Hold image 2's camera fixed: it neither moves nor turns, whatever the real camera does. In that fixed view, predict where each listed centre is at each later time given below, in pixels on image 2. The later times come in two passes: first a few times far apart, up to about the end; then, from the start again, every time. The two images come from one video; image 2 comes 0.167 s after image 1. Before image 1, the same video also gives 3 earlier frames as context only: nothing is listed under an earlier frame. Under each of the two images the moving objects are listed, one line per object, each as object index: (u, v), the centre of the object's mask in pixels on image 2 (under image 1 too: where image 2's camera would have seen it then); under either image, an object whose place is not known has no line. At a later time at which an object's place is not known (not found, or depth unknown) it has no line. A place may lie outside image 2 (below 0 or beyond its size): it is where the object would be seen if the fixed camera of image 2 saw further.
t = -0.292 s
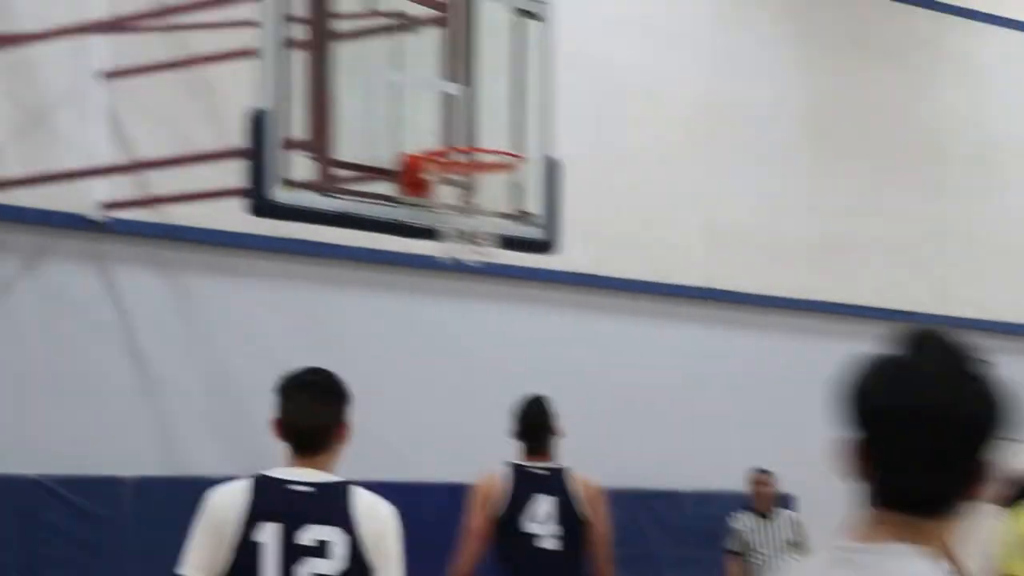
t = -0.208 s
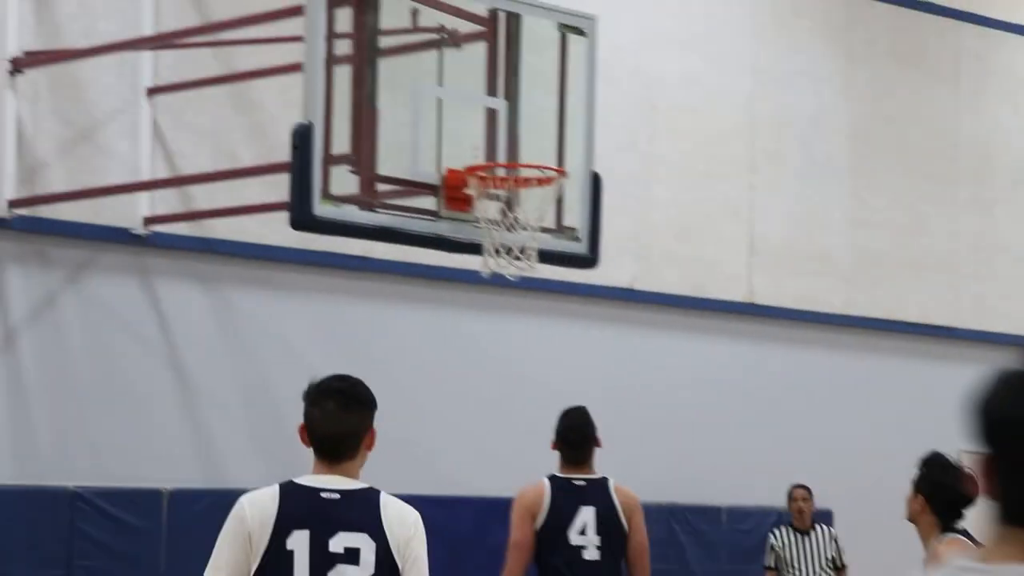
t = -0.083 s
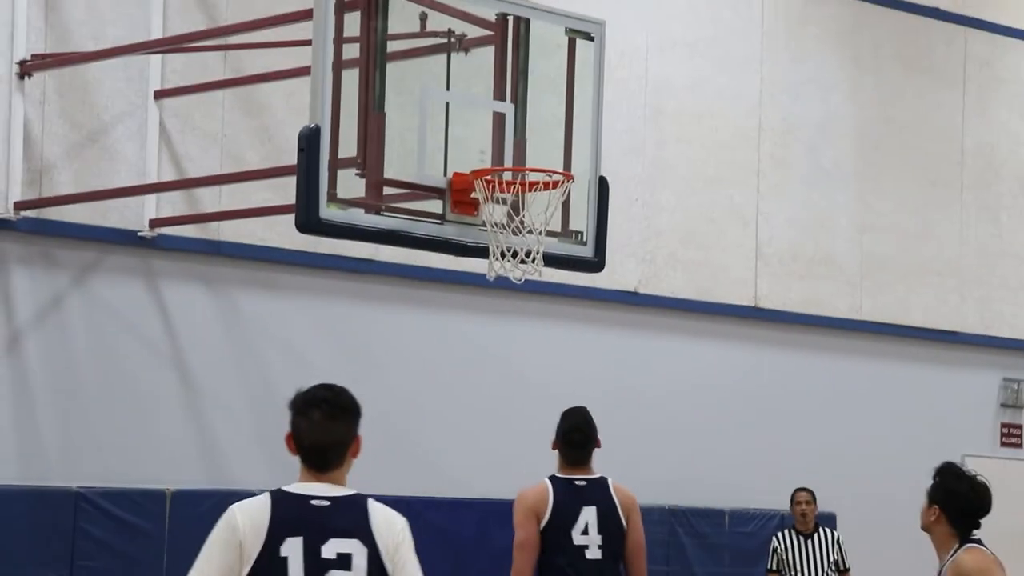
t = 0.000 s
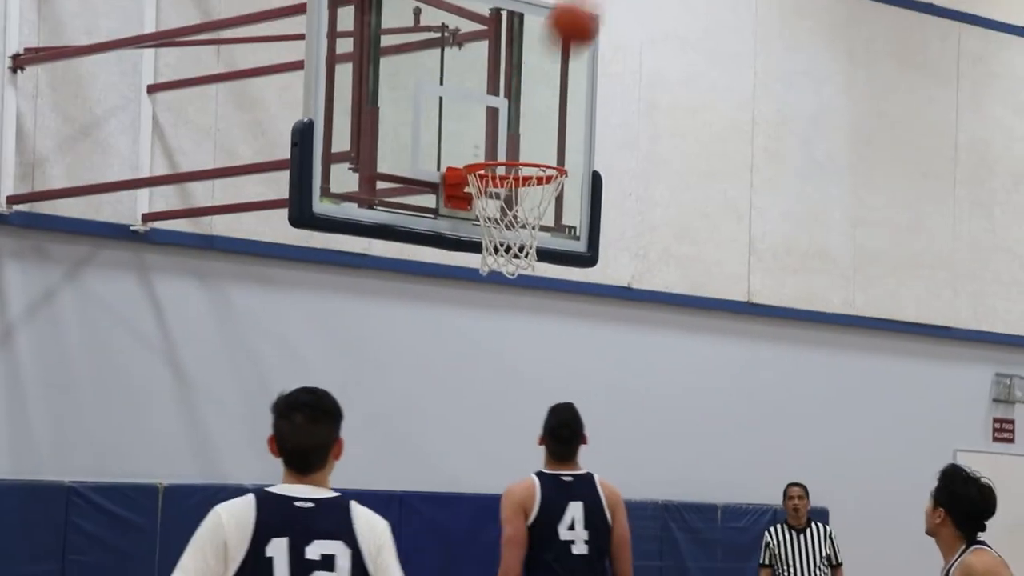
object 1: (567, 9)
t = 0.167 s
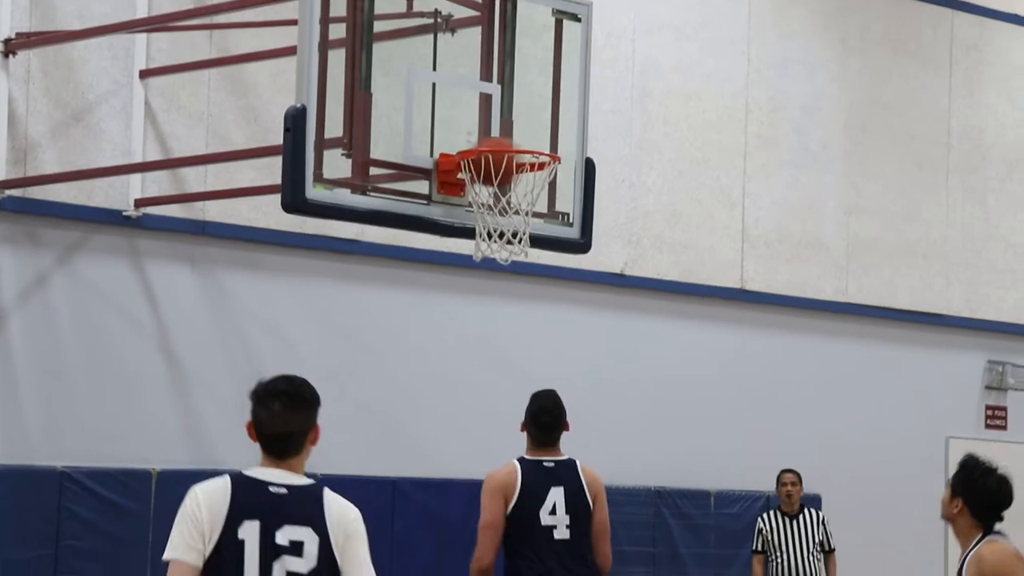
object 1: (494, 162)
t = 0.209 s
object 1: (524, 165)
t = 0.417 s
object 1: (494, 203)
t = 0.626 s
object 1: (469, 266)
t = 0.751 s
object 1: (458, 340)
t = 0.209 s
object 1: (524, 165)
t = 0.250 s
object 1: (528, 168)
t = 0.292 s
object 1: (521, 175)
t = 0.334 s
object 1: (511, 181)
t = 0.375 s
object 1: (503, 192)
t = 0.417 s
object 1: (494, 203)
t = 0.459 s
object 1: (487, 211)
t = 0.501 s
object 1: (481, 221)
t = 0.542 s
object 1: (477, 232)
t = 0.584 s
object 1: (473, 252)
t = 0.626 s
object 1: (469, 266)
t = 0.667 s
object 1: (466, 286)
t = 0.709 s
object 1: (462, 312)
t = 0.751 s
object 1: (458, 340)
